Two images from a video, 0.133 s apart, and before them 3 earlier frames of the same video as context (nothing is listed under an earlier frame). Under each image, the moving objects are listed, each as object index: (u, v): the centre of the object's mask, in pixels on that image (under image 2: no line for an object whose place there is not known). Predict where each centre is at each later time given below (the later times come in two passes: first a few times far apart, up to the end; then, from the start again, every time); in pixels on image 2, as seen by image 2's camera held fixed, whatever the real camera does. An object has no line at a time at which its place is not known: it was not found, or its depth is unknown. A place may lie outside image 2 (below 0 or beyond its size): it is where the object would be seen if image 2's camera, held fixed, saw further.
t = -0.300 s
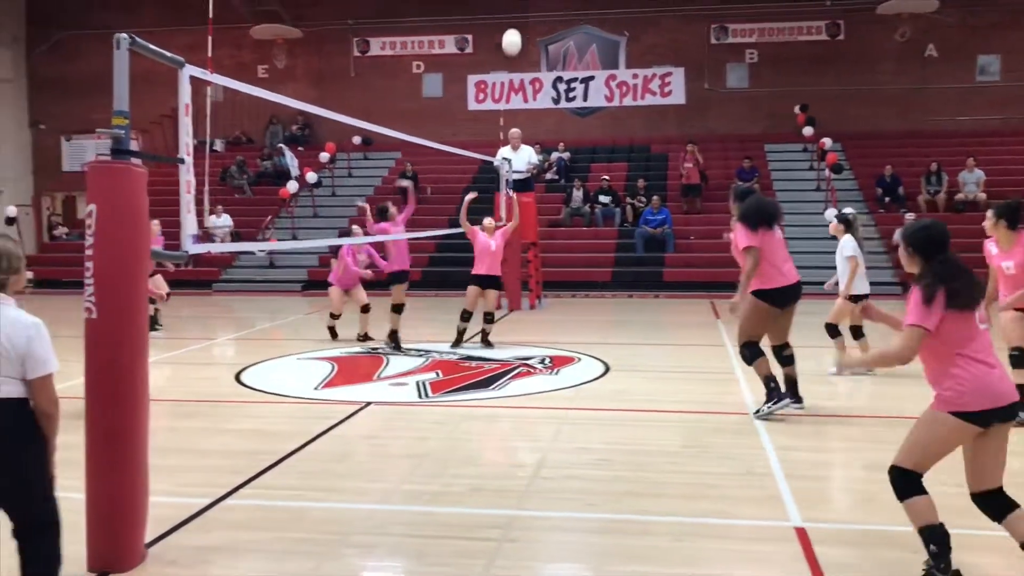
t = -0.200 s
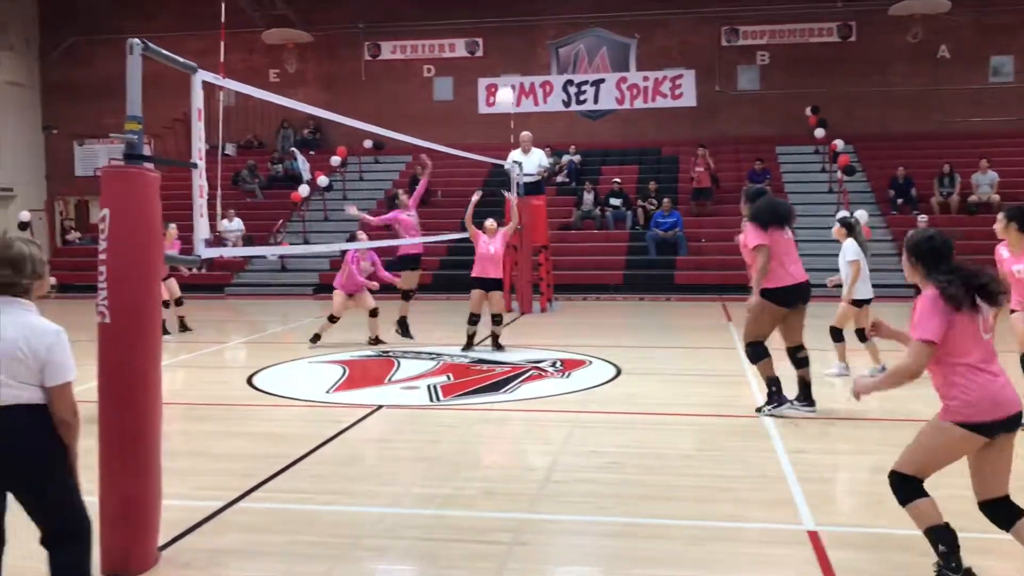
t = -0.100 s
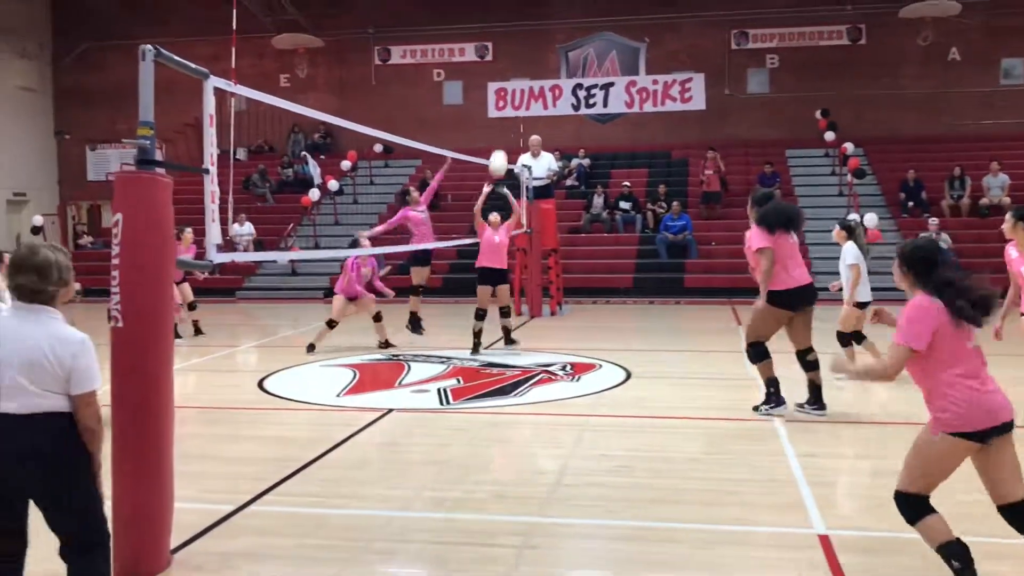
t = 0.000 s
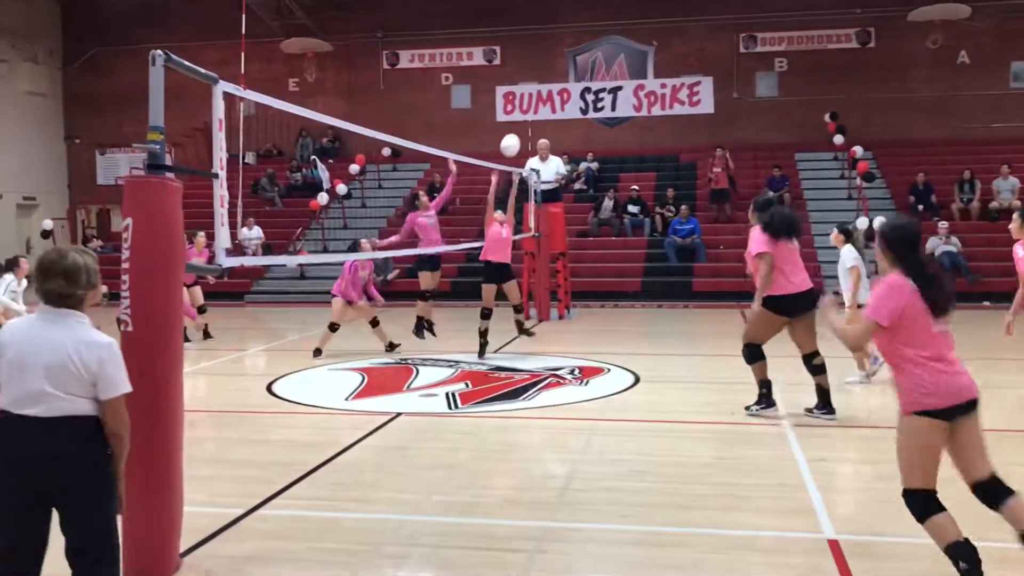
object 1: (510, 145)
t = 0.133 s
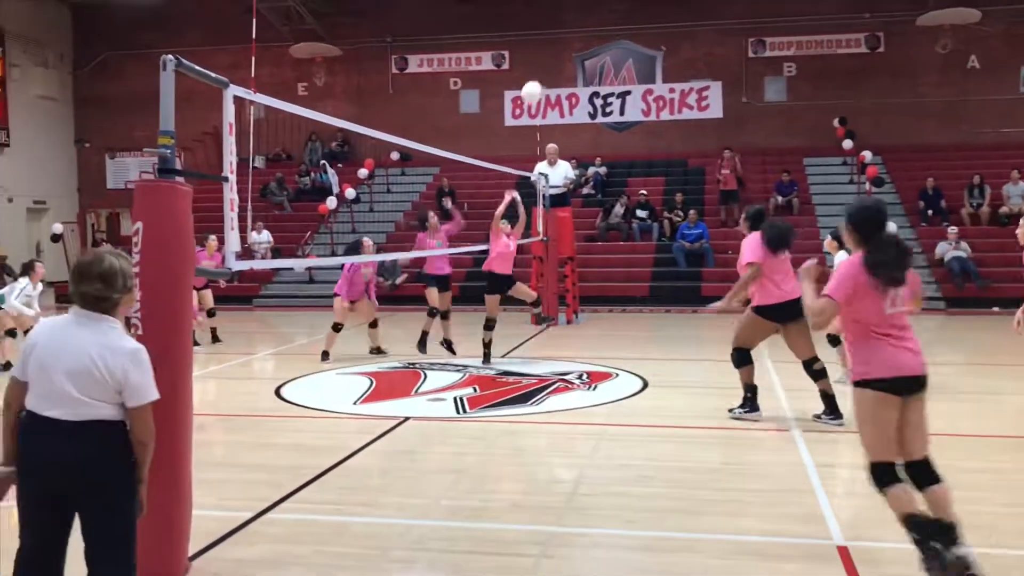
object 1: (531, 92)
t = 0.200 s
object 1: (539, 69)
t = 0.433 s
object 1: (565, 16)
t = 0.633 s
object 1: (589, 13)
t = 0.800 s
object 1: (610, 45)
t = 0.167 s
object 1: (535, 80)
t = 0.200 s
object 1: (539, 69)
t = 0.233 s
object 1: (543, 59)
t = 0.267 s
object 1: (546, 49)
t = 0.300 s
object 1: (550, 40)
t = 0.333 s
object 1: (554, 33)
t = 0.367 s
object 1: (557, 26)
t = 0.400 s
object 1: (561, 21)
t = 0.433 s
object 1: (565, 16)
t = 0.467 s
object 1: (569, 12)
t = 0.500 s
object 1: (573, 10)
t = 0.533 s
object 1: (577, 9)
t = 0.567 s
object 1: (581, 9)
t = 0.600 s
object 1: (585, 11)
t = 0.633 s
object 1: (589, 13)
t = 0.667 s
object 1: (593, 17)
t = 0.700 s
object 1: (597, 22)
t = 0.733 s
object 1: (601, 28)
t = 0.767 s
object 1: (606, 36)
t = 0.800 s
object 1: (610, 45)
